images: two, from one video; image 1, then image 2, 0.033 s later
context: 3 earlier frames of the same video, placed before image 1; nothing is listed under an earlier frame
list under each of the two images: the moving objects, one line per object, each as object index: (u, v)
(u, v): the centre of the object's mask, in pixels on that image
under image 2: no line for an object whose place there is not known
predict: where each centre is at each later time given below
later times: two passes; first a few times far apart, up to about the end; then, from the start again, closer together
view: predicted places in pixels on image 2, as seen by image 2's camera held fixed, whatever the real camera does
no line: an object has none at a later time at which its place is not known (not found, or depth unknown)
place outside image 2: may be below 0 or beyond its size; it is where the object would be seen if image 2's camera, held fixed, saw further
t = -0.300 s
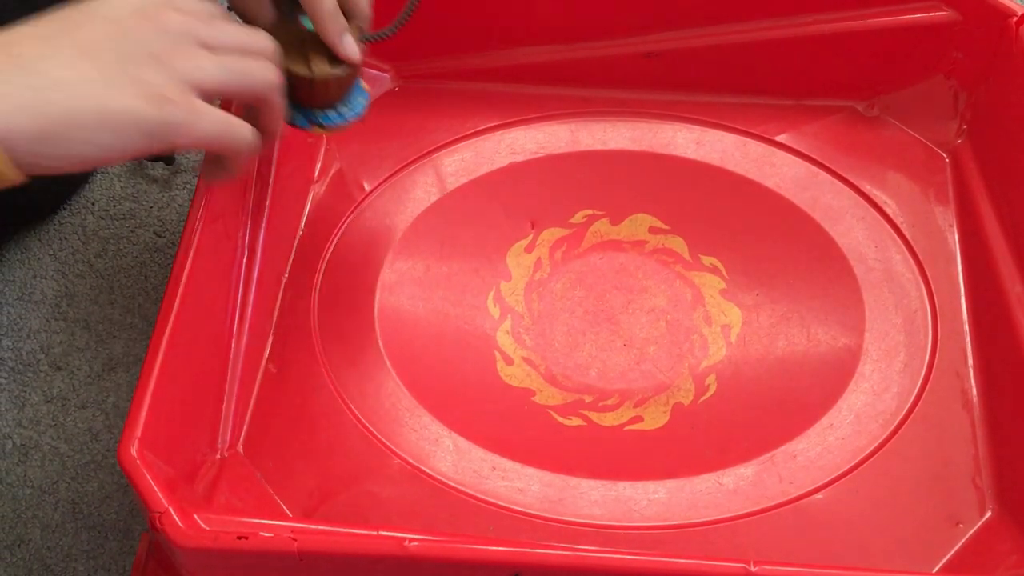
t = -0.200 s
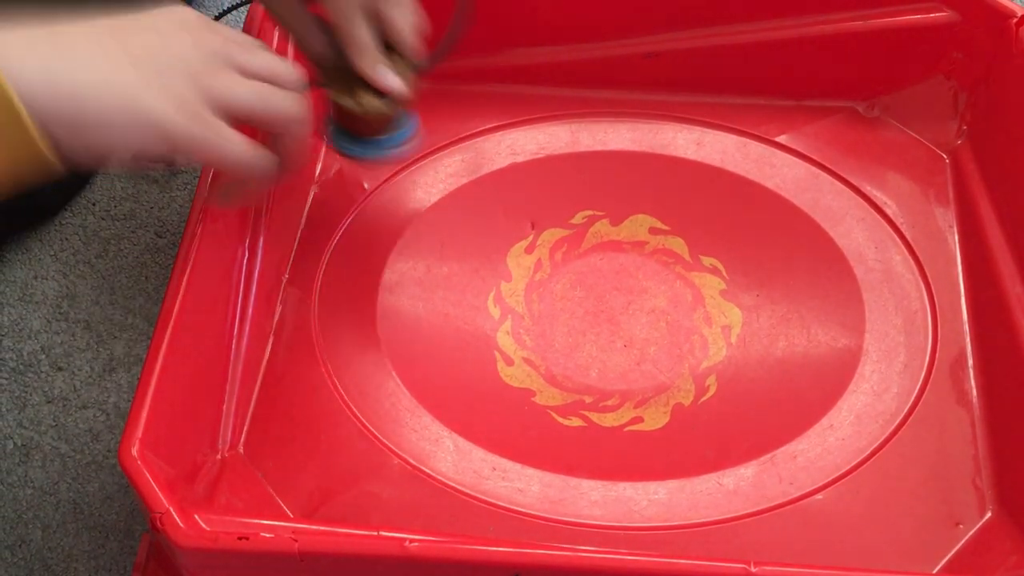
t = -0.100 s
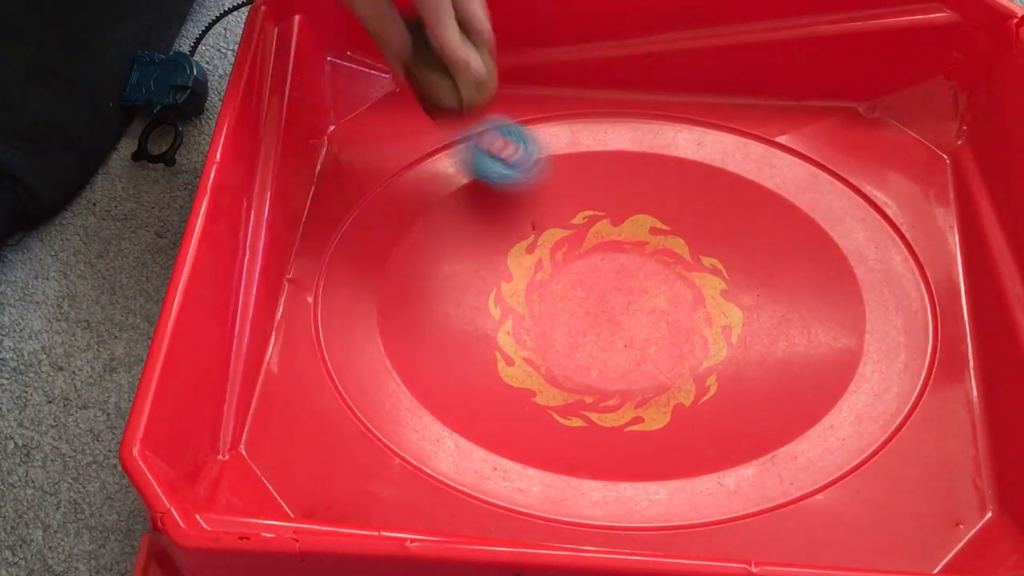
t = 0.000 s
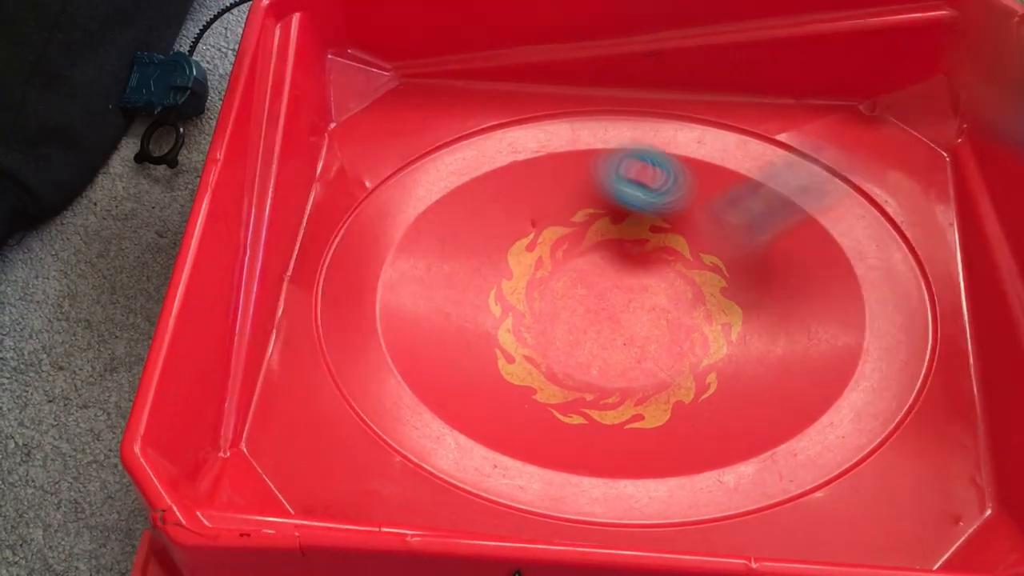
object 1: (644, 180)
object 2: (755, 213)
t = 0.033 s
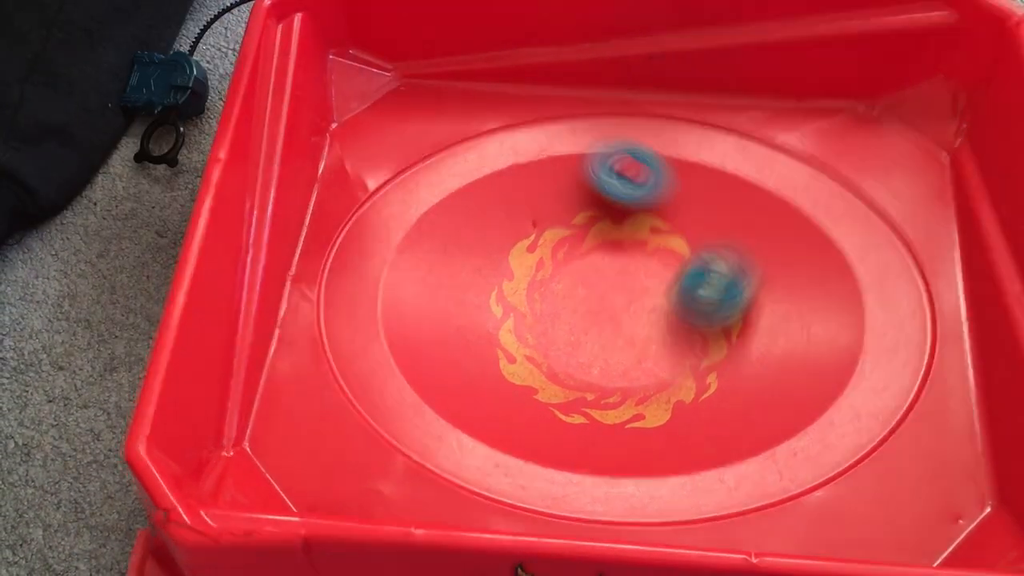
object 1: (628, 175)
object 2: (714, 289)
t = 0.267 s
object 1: (463, 157)
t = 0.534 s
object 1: (533, 216)
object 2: (510, 337)
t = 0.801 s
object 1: (701, 271)
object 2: (533, 349)
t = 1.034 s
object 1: (668, 397)
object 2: (514, 286)
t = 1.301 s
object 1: (490, 361)
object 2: (464, 271)
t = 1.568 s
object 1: (490, 316)
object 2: (433, 218)
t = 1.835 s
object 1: (631, 297)
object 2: (474, 291)
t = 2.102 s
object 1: (726, 374)
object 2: (634, 257)
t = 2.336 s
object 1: (617, 406)
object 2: (641, 194)
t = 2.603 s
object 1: (579, 302)
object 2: (543, 214)
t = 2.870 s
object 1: (699, 288)
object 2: (592, 279)
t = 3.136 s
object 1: (819, 366)
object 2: (685, 254)
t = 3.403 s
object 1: (650, 400)
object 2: (655, 220)
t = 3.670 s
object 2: (660, 240)
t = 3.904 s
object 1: (543, 222)
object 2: (690, 282)
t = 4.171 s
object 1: (698, 215)
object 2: (743, 299)
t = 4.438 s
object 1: (737, 263)
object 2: (788, 335)
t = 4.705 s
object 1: (566, 200)
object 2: (926, 475)
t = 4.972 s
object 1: (575, 216)
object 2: (885, 530)
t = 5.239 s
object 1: (555, 236)
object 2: (772, 509)
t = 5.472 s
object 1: (509, 250)
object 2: (698, 455)
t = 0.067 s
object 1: (593, 159)
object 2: (682, 356)
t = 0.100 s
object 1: (560, 147)
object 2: (647, 414)
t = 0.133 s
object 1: (532, 143)
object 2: (616, 456)
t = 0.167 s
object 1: (508, 144)
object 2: (585, 489)
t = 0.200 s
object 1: (489, 145)
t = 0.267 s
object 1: (463, 157)
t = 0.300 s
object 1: (456, 166)
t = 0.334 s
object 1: (454, 176)
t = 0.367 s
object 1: (455, 190)
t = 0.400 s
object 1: (463, 204)
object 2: (491, 366)
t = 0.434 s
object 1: (476, 220)
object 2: (496, 344)
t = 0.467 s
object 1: (493, 235)
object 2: (502, 324)
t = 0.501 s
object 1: (511, 233)
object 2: (506, 323)
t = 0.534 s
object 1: (533, 216)
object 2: (510, 337)
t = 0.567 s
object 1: (554, 205)
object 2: (512, 349)
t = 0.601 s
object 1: (578, 201)
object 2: (513, 357)
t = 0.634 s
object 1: (602, 203)
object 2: (515, 362)
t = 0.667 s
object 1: (627, 210)
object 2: (517, 365)
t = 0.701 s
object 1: (651, 221)
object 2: (521, 364)
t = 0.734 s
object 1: (671, 235)
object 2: (525, 361)
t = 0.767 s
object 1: (689, 252)
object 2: (530, 356)
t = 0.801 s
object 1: (701, 271)
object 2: (533, 349)
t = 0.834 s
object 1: (709, 292)
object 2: (534, 341)
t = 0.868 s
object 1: (713, 313)
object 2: (535, 332)
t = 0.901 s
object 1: (713, 333)
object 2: (532, 322)
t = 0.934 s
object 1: (708, 353)
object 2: (529, 313)
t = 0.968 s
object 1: (700, 370)
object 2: (525, 303)
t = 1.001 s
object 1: (686, 385)
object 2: (520, 295)
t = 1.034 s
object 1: (668, 397)
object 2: (514, 286)
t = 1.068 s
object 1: (647, 405)
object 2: (508, 279)
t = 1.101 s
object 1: (624, 409)
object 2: (501, 274)
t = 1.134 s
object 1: (599, 410)
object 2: (494, 270)
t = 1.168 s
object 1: (574, 407)
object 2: (487, 268)
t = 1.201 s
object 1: (550, 399)
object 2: (481, 267)
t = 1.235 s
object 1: (527, 389)
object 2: (475, 267)
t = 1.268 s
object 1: (506, 377)
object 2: (469, 269)
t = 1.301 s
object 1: (490, 361)
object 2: (464, 271)
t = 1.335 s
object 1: (480, 350)
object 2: (458, 272)
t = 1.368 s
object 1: (478, 358)
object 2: (450, 249)
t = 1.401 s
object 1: (478, 361)
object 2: (445, 232)
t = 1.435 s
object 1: (479, 358)
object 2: (441, 219)
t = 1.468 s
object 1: (480, 352)
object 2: (438, 213)
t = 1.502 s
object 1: (481, 342)
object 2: (436, 211)
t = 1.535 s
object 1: (484, 329)
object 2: (434, 213)
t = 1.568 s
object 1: (490, 316)
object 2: (433, 218)
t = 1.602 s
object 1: (501, 304)
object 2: (431, 225)
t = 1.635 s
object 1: (517, 295)
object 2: (431, 234)
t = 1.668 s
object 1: (534, 289)
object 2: (431, 244)
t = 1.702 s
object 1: (553, 286)
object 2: (432, 255)
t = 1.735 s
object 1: (573, 285)
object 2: (436, 265)
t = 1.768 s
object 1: (593, 287)
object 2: (444, 275)
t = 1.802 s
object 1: (613, 291)
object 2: (457, 284)
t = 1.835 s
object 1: (631, 297)
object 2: (474, 291)
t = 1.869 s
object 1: (648, 303)
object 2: (494, 297)
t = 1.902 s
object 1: (665, 311)
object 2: (517, 300)
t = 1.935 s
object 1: (683, 320)
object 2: (539, 299)
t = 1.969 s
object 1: (698, 329)
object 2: (560, 296)
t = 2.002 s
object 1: (711, 339)
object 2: (581, 290)
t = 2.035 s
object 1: (721, 351)
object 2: (601, 281)
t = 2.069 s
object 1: (726, 362)
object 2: (619, 269)
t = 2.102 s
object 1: (726, 374)
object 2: (634, 257)
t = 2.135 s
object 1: (722, 385)
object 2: (647, 243)
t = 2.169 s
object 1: (714, 395)
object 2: (656, 230)
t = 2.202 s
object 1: (700, 405)
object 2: (660, 219)
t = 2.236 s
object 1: (683, 410)
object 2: (661, 210)
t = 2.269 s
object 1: (662, 413)
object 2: (657, 202)
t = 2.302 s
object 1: (640, 411)
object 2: (651, 198)
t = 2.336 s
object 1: (617, 406)
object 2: (641, 194)
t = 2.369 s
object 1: (595, 396)
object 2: (629, 192)
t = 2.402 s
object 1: (578, 383)
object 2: (616, 192)
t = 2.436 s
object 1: (566, 368)
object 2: (602, 195)
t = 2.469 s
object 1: (560, 350)
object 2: (587, 199)
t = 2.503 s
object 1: (557, 331)
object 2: (572, 204)
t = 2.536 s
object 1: (560, 314)
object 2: (559, 212)
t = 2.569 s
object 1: (567, 297)
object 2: (549, 221)
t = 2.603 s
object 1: (579, 302)
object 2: (543, 214)
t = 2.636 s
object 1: (593, 303)
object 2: (537, 211)
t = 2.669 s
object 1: (607, 302)
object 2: (533, 215)
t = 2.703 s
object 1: (623, 299)
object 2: (533, 223)
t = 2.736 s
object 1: (638, 295)
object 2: (538, 235)
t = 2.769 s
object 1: (653, 291)
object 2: (547, 249)
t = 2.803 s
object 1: (668, 290)
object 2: (559, 261)
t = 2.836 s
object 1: (684, 288)
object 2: (575, 272)
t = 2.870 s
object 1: (699, 288)
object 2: (592, 279)
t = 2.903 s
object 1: (714, 290)
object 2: (611, 284)
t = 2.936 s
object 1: (728, 295)
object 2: (634, 287)
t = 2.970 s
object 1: (751, 303)
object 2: (649, 285)
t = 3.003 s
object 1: (779, 314)
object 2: (652, 280)
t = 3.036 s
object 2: (658, 274)
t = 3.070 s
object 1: (814, 338)
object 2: (667, 268)
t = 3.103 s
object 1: (820, 352)
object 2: (676, 262)
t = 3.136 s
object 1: (819, 366)
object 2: (685, 254)
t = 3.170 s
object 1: (811, 381)
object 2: (691, 247)
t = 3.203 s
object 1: (798, 393)
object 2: (695, 239)
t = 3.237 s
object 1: (779, 403)
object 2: (696, 233)
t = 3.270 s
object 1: (756, 410)
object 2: (693, 227)
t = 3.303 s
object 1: (730, 414)
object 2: (687, 222)
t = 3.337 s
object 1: (703, 413)
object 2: (679, 219)
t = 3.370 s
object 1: (675, 409)
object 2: (668, 219)
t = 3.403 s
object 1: (650, 400)
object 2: (655, 220)
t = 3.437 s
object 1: (625, 388)
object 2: (643, 225)
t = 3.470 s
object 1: (605, 372)
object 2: (632, 233)
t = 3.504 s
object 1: (591, 355)
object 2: (623, 242)
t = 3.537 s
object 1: (582, 334)
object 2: (617, 253)
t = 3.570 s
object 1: (569, 320)
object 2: (621, 255)
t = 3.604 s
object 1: (549, 323)
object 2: (635, 246)
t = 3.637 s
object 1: (533, 320)
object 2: (648, 241)
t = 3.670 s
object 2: (660, 240)
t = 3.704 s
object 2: (666, 243)
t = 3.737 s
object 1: (513, 294)
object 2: (670, 248)
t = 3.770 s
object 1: (513, 281)
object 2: (672, 255)
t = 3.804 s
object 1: (516, 265)
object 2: (674, 262)
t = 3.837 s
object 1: (523, 250)
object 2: (678, 269)
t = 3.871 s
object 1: (531, 236)
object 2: (683, 276)
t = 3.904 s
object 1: (543, 222)
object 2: (690, 282)
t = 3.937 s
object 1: (557, 212)
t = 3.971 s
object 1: (574, 203)
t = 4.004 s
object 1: (592, 198)
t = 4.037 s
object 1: (613, 196)
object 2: (718, 300)
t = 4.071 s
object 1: (634, 196)
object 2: (725, 301)
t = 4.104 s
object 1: (657, 200)
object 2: (732, 302)
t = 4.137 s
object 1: (678, 206)
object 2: (738, 301)
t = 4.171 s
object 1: (698, 215)
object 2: (743, 299)
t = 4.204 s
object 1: (713, 221)
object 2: (749, 302)
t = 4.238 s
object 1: (716, 213)
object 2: (761, 319)
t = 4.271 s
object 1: (720, 212)
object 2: (771, 331)
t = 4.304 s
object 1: (724, 215)
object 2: (777, 339)
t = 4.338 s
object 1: (729, 223)
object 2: (782, 343)
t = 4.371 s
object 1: (734, 235)
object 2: (785, 343)
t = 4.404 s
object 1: (738, 249)
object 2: (787, 340)
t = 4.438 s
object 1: (737, 263)
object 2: (788, 335)
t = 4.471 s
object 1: (717, 259)
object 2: (810, 352)
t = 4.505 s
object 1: (682, 241)
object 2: (841, 376)
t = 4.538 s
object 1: (651, 227)
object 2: (869, 401)
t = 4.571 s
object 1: (625, 217)
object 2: (892, 421)
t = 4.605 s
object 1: (604, 209)
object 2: (903, 428)
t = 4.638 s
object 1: (586, 204)
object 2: (910, 443)
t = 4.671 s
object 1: (574, 201)
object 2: (919, 457)
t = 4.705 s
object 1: (566, 200)
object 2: (926, 475)
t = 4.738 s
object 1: (561, 200)
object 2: (935, 497)
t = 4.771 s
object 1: (560, 202)
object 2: (942, 519)
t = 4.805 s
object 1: (561, 204)
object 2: (947, 530)
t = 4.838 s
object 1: (563, 206)
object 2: (939, 534)
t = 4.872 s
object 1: (566, 209)
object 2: (926, 531)
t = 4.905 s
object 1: (570, 212)
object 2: (912, 529)
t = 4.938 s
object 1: (573, 214)
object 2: (898, 529)
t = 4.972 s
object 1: (575, 216)
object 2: (885, 530)
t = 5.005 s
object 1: (576, 218)
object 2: (872, 527)
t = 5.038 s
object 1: (576, 220)
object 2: (861, 524)
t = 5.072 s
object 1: (575, 222)
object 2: (848, 520)
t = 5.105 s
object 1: (573, 225)
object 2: (835, 517)
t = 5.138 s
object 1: (570, 227)
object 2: (821, 514)
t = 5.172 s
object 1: (566, 230)
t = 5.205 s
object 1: (561, 233)
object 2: (790, 511)
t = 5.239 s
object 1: (555, 236)
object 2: (772, 509)
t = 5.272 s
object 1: (550, 239)
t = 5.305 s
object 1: (544, 241)
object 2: (740, 503)
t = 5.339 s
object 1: (537, 244)
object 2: (726, 499)
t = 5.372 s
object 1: (531, 246)
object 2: (717, 489)
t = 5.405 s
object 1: (524, 248)
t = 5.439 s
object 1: (516, 249)
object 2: (703, 467)
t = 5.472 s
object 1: (509, 250)
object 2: (698, 455)
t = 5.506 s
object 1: (502, 252)
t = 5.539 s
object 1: (497, 253)
